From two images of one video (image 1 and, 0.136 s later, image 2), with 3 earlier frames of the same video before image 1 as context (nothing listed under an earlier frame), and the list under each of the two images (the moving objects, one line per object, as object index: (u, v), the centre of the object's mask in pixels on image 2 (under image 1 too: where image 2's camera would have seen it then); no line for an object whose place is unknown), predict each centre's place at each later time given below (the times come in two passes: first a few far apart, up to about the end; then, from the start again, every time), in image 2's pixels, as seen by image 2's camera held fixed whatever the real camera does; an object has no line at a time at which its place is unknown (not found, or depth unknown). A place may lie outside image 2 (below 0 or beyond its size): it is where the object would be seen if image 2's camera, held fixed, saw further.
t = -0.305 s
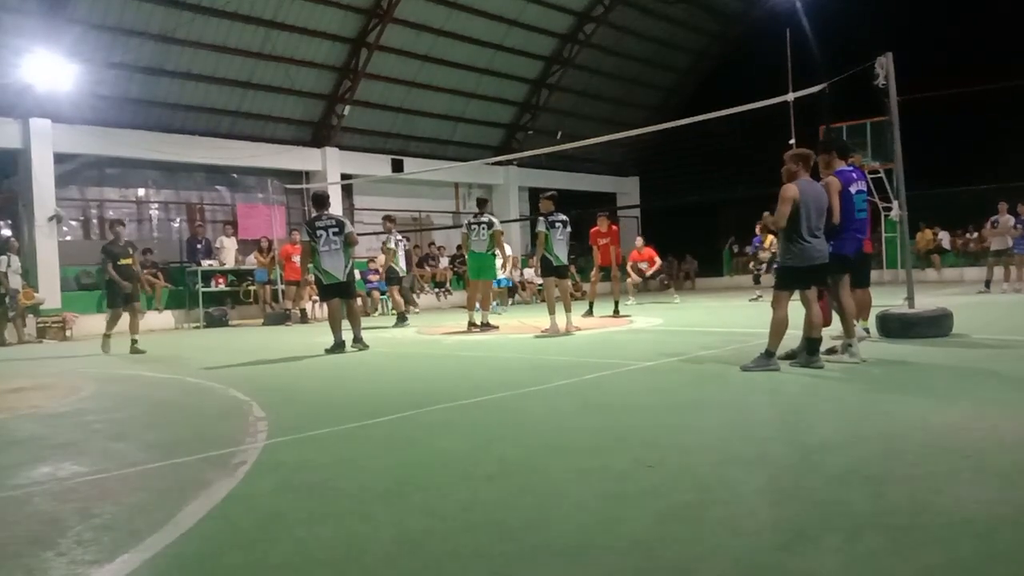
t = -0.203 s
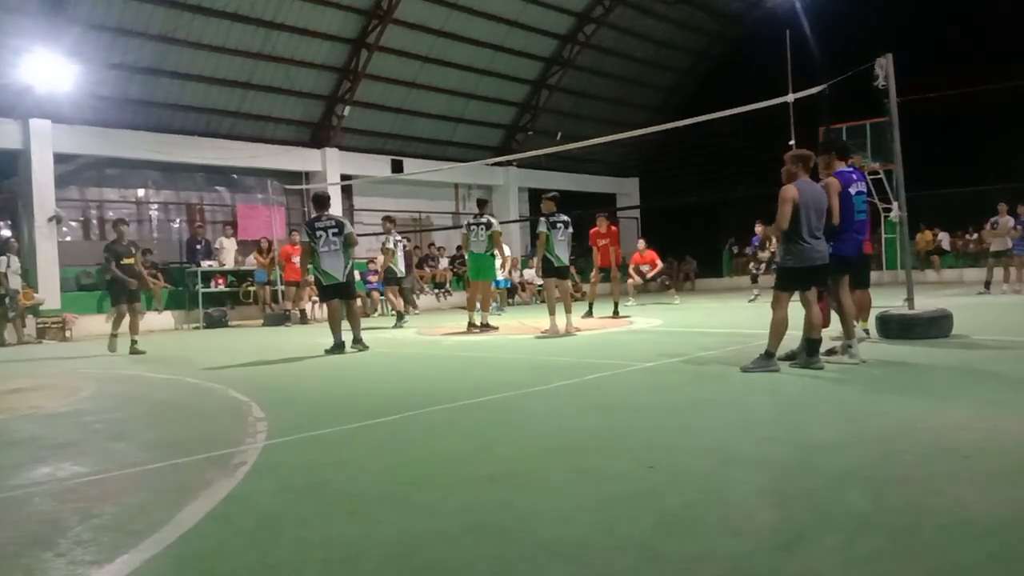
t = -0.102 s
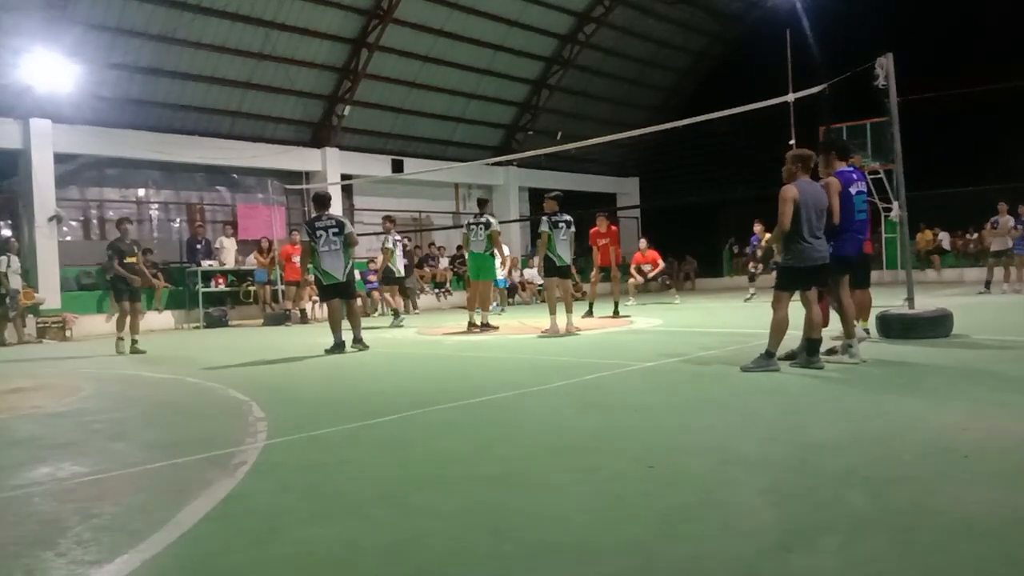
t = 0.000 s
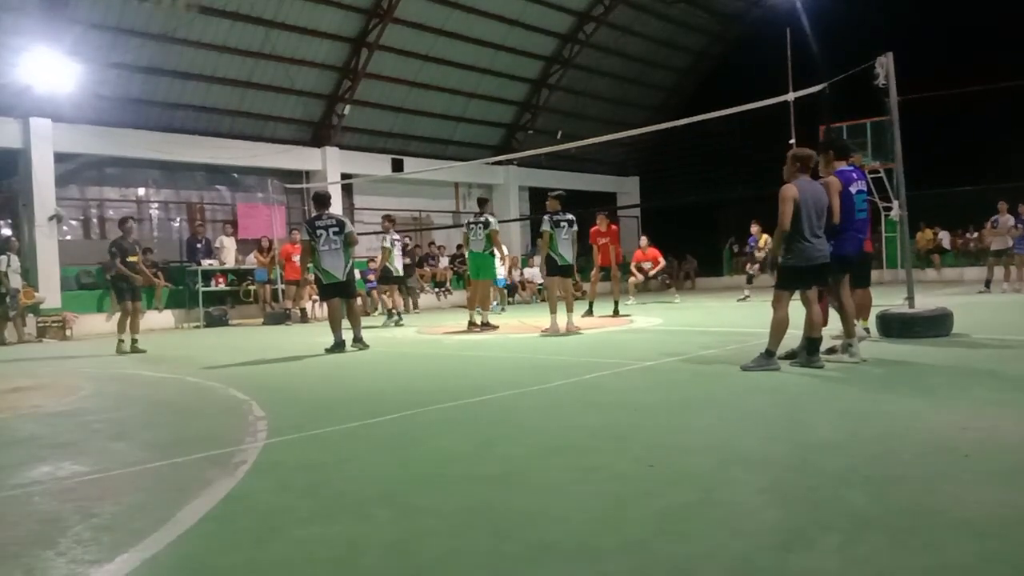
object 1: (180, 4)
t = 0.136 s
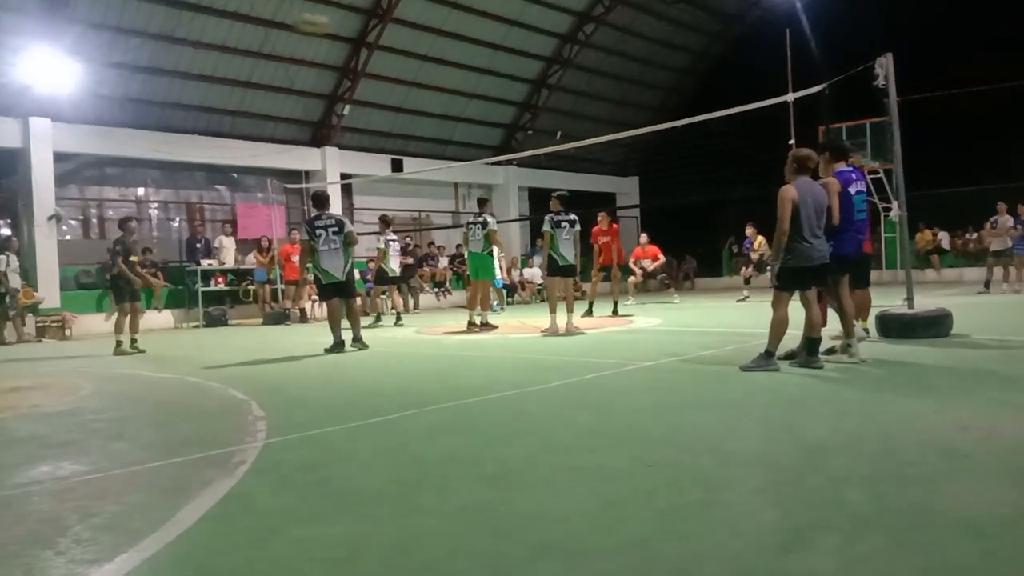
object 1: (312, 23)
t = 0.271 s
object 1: (411, 48)
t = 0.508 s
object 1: (527, 107)
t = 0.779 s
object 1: (616, 183)
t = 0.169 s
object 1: (341, 27)
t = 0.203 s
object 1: (366, 33)
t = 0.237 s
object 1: (387, 41)
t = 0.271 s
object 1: (411, 48)
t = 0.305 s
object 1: (430, 54)
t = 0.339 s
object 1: (450, 61)
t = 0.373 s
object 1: (468, 71)
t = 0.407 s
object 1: (484, 79)
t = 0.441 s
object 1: (499, 87)
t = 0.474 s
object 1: (513, 97)
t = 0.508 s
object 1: (527, 107)
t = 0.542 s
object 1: (540, 115)
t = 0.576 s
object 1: (553, 125)
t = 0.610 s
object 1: (564, 134)
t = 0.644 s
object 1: (577, 145)
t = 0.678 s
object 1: (587, 154)
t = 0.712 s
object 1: (597, 164)
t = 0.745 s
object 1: (607, 173)
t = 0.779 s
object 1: (616, 183)
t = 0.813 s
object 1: (625, 193)
